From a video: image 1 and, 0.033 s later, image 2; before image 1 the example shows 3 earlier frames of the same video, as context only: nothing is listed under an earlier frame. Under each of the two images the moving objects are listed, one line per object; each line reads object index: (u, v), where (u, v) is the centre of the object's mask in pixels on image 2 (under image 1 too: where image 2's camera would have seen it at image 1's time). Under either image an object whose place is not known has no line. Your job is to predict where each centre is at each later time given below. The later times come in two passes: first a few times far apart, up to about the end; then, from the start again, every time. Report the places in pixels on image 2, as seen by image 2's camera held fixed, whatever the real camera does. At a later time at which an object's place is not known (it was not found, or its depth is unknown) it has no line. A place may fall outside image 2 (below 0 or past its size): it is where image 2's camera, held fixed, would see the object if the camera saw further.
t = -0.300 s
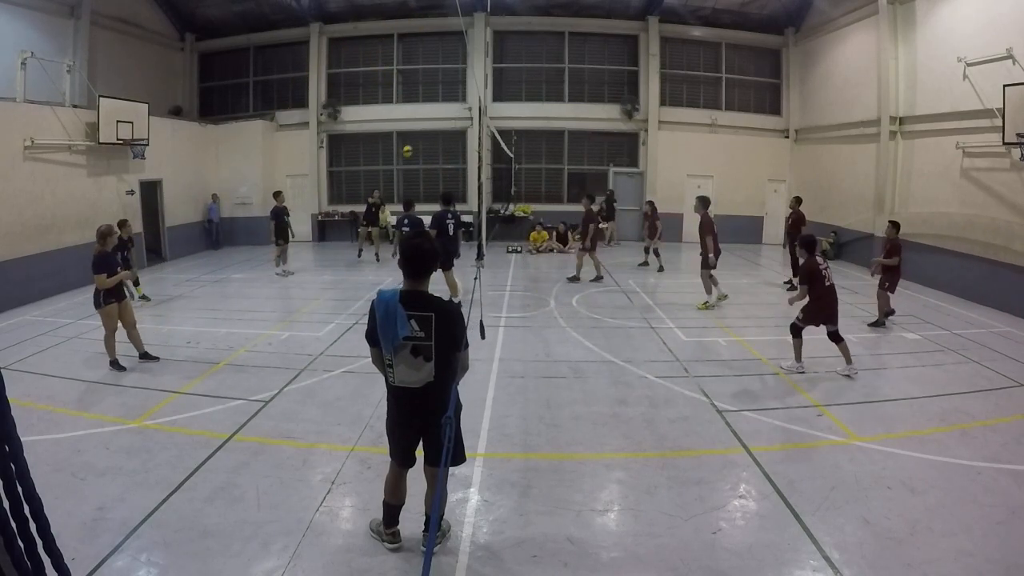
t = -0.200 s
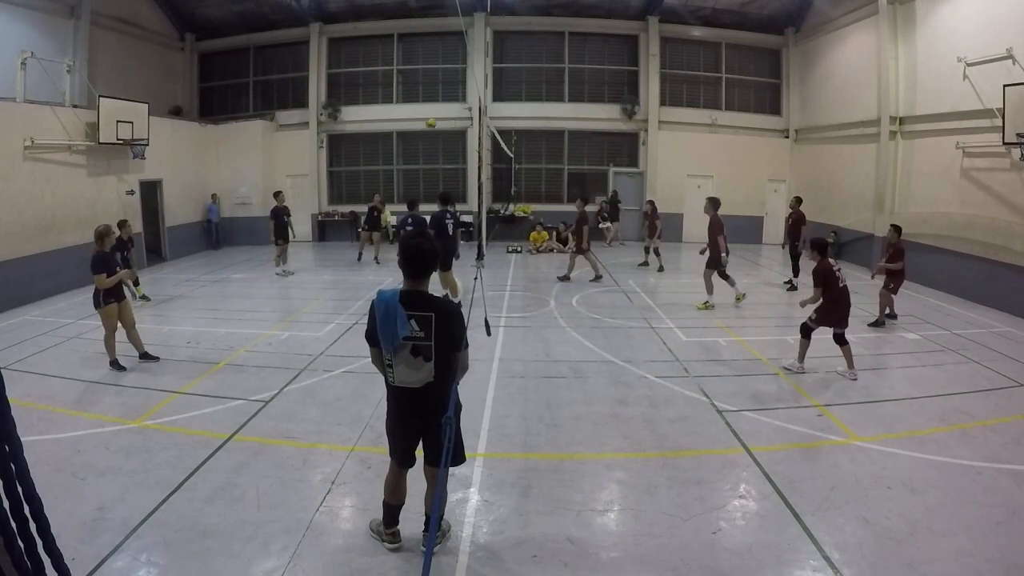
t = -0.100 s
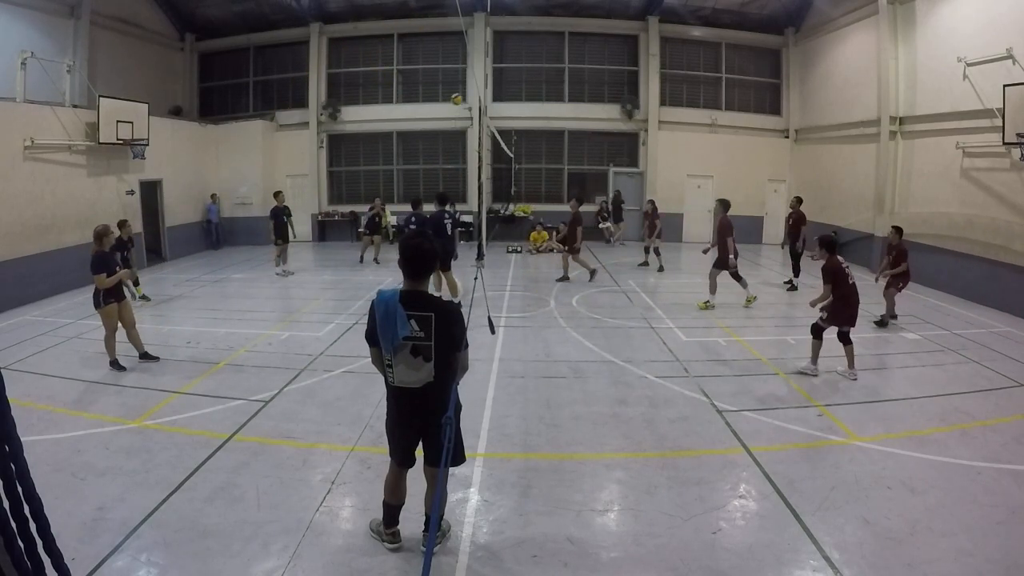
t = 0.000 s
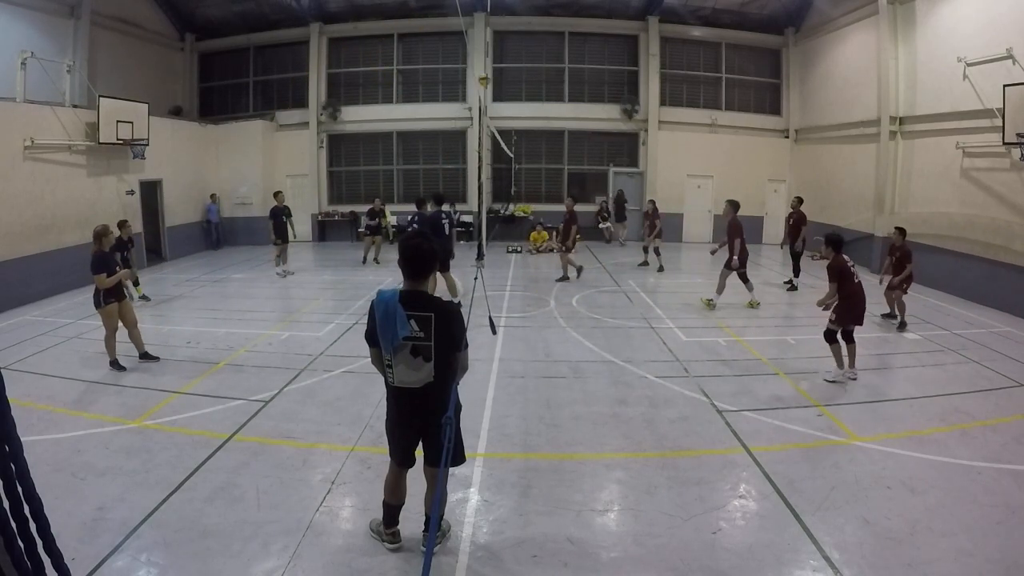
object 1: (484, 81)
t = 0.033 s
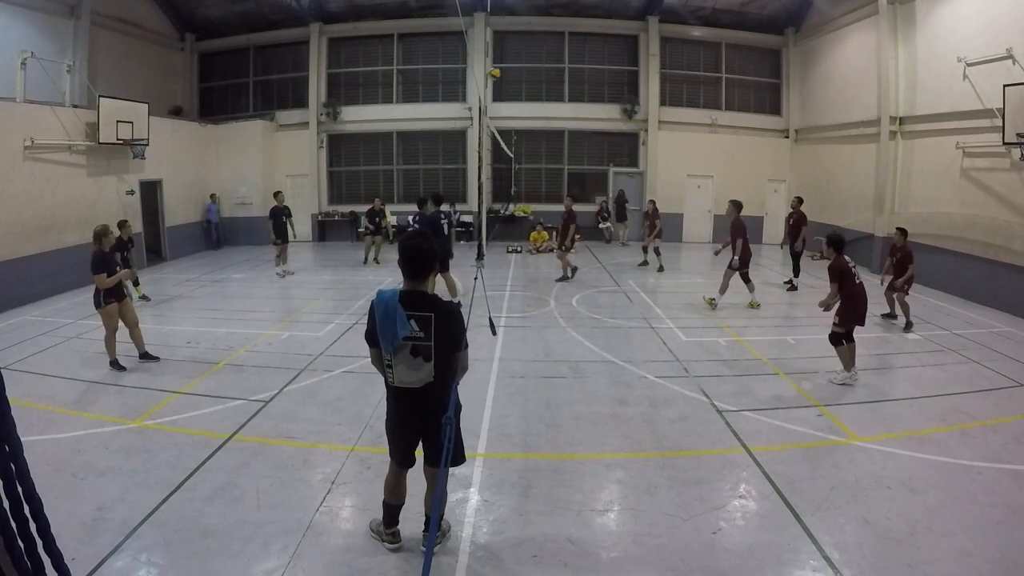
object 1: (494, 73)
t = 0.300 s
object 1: (581, 52)
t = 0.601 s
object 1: (699, 89)
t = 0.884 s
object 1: (821, 205)
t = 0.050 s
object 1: (499, 71)
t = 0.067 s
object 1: (504, 69)
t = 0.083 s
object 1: (509, 67)
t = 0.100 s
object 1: (514, 65)
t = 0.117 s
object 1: (519, 63)
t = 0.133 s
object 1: (525, 61)
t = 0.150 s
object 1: (530, 59)
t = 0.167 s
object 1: (536, 58)
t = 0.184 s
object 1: (541, 57)
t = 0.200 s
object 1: (546, 55)
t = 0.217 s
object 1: (552, 54)
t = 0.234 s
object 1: (557, 54)
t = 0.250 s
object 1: (563, 53)
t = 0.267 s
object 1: (569, 53)
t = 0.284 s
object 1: (575, 52)
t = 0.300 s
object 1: (581, 52)
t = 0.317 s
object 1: (587, 52)
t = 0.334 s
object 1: (593, 53)
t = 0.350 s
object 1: (599, 53)
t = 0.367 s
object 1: (605, 54)
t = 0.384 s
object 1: (612, 54)
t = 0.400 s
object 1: (618, 56)
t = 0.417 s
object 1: (625, 57)
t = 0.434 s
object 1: (631, 59)
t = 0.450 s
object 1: (637, 61)
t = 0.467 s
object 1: (644, 62)
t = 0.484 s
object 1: (651, 65)
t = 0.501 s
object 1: (658, 68)
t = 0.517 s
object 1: (665, 70)
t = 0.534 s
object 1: (670, 73)
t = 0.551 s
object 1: (678, 77)
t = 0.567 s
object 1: (685, 81)
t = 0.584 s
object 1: (692, 84)
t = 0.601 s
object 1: (699, 89)
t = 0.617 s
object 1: (706, 93)
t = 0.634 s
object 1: (713, 98)
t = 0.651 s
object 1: (720, 102)
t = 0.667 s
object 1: (727, 107)
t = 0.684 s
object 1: (735, 113)
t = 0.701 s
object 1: (742, 119)
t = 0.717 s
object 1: (749, 126)
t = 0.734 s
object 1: (757, 133)
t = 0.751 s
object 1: (764, 139)
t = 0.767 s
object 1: (771, 146)
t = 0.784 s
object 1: (778, 154)
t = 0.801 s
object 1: (785, 162)
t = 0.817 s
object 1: (793, 170)
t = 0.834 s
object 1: (800, 177)
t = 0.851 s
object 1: (807, 187)
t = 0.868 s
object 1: (815, 196)
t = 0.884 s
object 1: (821, 205)
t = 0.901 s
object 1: (828, 215)
